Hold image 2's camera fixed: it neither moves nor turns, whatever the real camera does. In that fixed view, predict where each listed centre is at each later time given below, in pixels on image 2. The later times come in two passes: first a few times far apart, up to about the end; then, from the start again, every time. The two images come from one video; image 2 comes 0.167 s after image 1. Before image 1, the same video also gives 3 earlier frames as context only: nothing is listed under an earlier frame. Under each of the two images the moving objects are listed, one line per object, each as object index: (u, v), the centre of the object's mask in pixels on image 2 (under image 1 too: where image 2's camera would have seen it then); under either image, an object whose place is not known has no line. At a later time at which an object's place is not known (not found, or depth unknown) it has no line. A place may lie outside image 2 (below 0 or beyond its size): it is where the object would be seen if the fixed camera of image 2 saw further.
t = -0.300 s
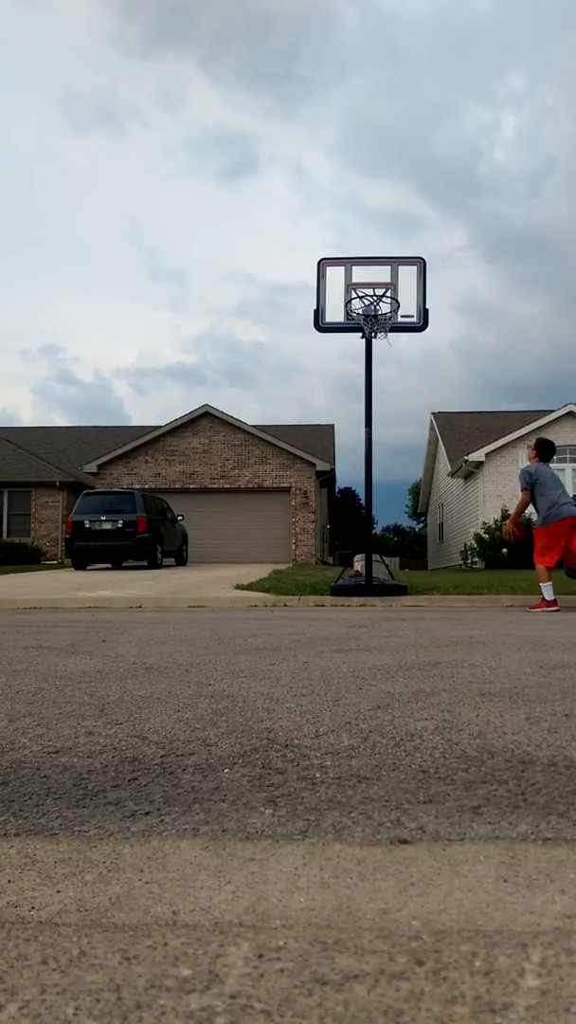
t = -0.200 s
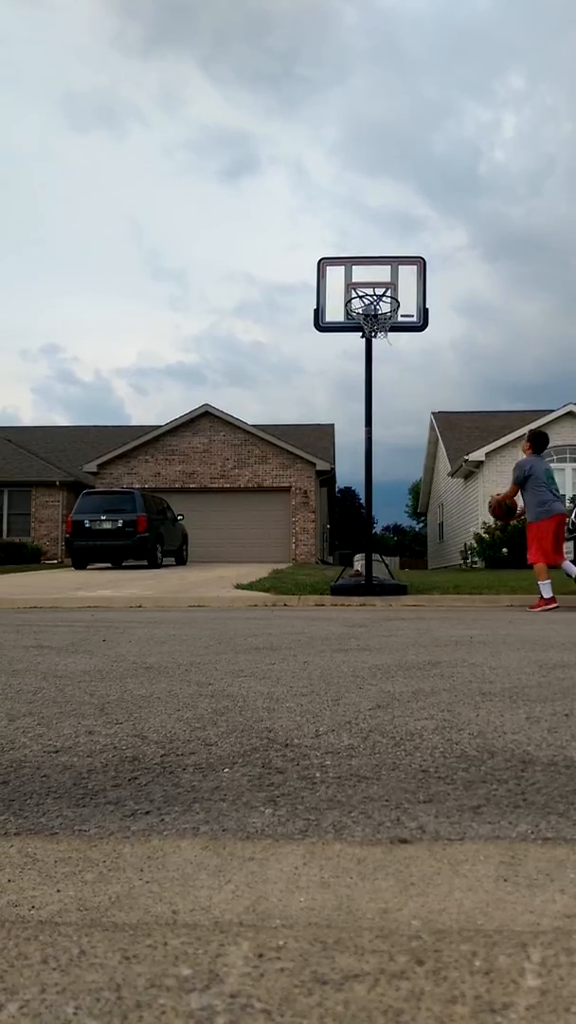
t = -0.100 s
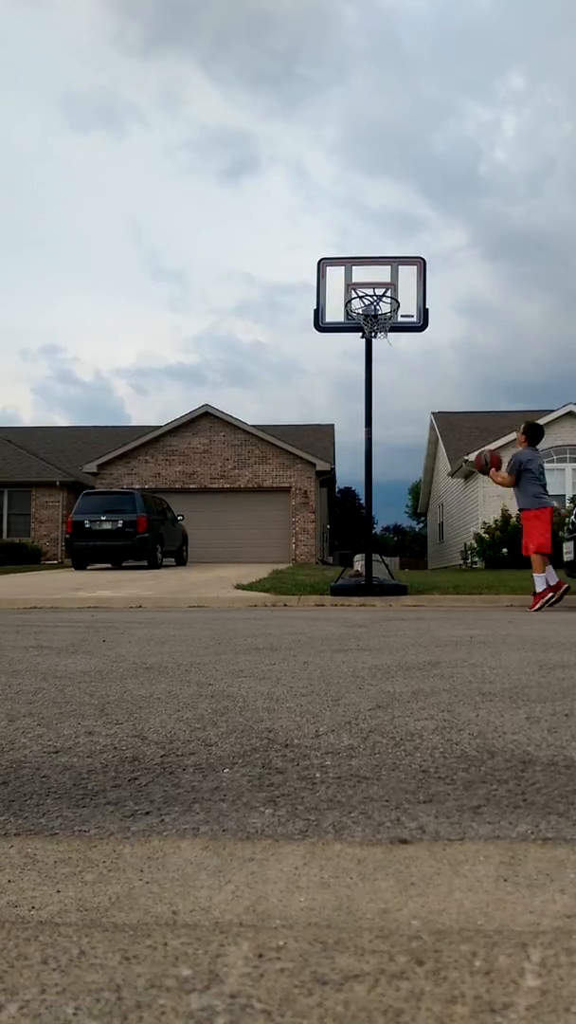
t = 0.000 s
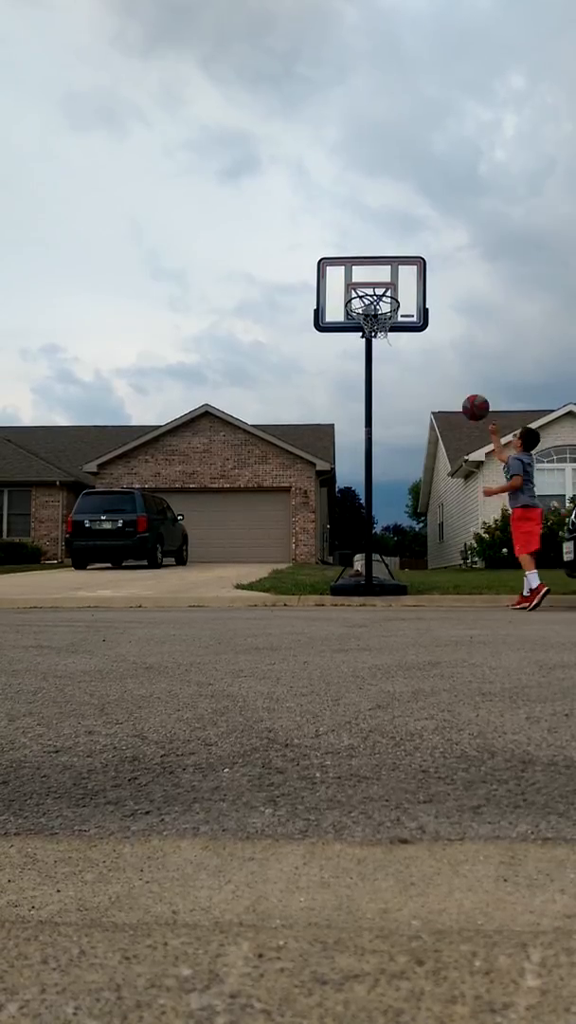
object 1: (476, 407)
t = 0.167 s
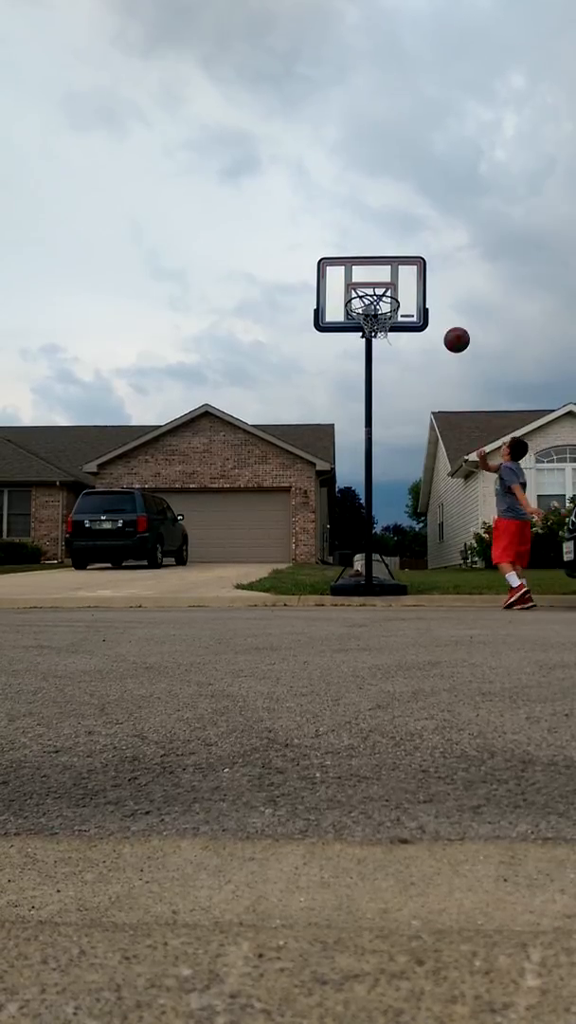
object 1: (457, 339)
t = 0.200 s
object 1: (453, 330)
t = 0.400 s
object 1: (436, 297)
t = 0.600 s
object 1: (436, 289)
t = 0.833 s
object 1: (437, 335)
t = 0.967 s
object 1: (439, 386)
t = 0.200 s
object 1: (453, 330)
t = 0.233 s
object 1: (450, 322)
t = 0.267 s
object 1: (446, 315)
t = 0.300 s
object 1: (443, 309)
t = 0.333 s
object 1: (440, 304)
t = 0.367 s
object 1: (437, 301)
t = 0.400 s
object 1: (436, 297)
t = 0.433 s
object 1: (436, 292)
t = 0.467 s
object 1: (436, 289)
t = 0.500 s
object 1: (436, 286)
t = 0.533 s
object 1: (436, 286)
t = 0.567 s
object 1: (436, 287)
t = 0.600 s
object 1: (436, 289)
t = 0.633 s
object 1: (436, 293)
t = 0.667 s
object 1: (437, 297)
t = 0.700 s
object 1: (437, 302)
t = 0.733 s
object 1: (437, 309)
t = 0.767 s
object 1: (437, 317)
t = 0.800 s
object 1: (437, 326)
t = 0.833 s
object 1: (437, 335)
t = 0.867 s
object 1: (438, 346)
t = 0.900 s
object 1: (438, 358)
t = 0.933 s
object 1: (438, 371)
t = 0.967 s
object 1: (439, 386)
